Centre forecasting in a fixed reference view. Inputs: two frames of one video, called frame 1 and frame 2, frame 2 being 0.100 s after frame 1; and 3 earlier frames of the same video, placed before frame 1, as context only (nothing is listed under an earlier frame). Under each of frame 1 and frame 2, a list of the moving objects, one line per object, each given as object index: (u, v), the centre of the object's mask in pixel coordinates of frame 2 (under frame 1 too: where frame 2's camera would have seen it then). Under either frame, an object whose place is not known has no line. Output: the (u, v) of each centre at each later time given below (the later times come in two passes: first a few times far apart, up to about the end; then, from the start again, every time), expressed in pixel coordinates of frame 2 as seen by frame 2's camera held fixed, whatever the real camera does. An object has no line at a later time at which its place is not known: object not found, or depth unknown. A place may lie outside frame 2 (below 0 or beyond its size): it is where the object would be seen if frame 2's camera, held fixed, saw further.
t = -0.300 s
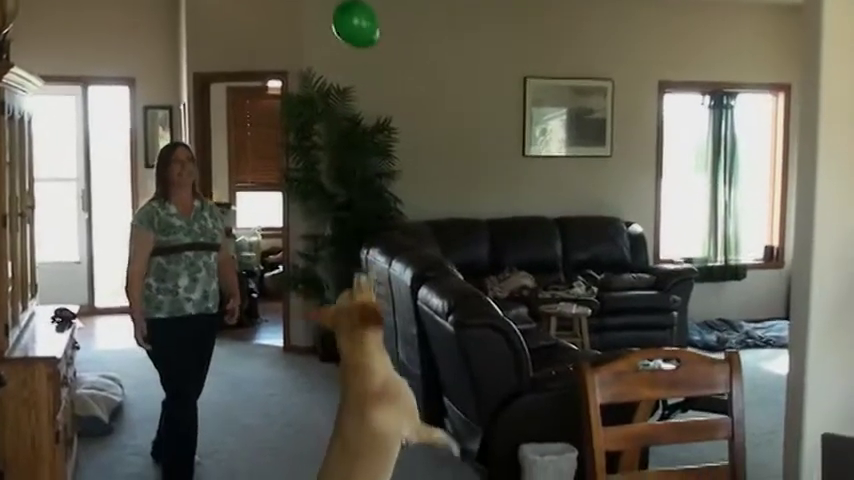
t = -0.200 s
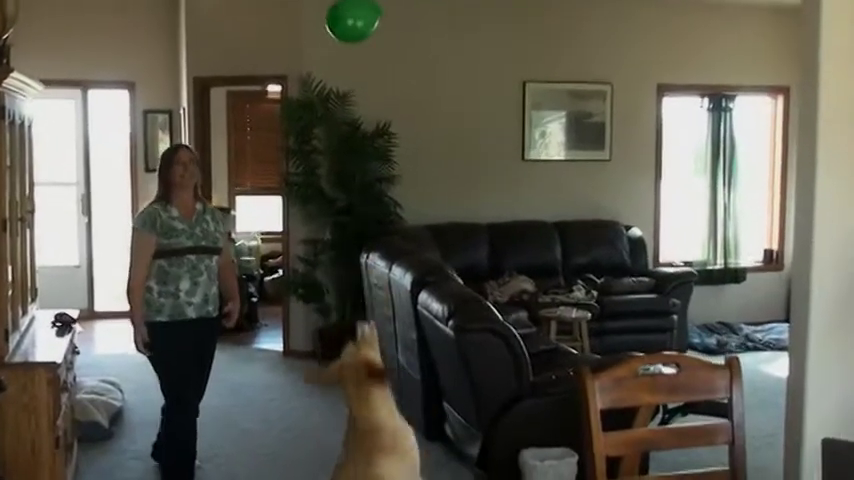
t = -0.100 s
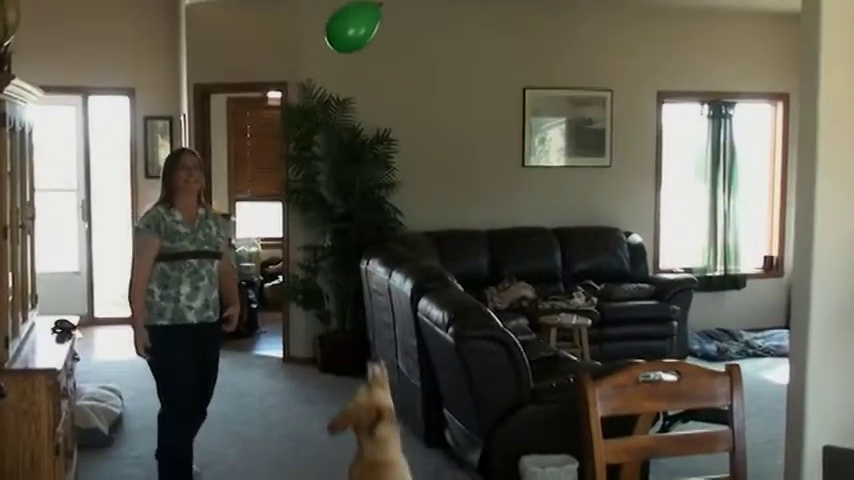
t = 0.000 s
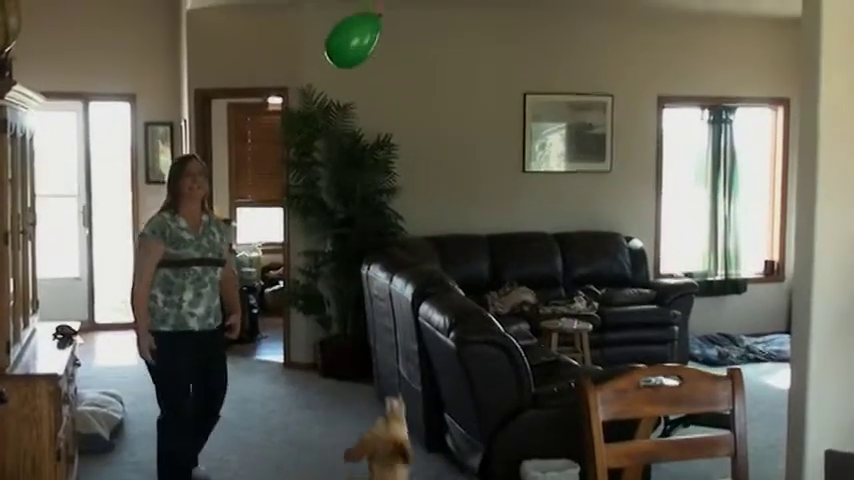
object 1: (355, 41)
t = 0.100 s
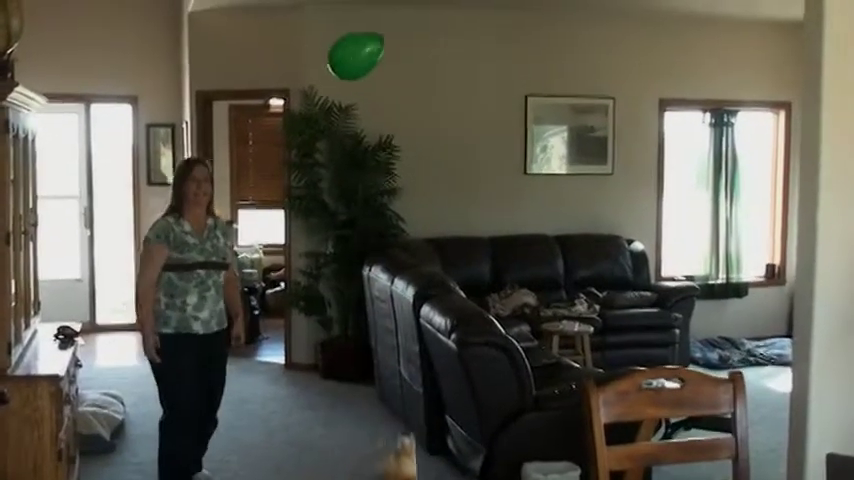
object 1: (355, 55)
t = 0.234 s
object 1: (361, 73)
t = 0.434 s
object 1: (372, 122)
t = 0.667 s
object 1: (374, 207)
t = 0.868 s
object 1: (361, 271)
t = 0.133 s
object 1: (357, 59)
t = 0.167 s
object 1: (357, 64)
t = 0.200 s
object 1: (359, 68)
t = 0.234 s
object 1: (361, 73)
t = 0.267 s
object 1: (363, 79)
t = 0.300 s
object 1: (365, 86)
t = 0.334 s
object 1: (367, 93)
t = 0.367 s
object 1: (369, 101)
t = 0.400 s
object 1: (371, 111)
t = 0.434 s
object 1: (372, 122)
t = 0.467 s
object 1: (373, 133)
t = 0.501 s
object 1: (375, 145)
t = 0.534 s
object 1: (375, 157)
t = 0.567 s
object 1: (376, 169)
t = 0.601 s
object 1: (374, 182)
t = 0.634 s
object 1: (374, 194)
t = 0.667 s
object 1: (374, 207)
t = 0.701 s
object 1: (372, 218)
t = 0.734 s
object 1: (371, 230)
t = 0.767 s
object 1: (368, 241)
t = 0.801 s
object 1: (366, 251)
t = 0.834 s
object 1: (364, 261)
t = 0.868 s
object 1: (361, 271)
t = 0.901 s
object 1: (358, 280)
